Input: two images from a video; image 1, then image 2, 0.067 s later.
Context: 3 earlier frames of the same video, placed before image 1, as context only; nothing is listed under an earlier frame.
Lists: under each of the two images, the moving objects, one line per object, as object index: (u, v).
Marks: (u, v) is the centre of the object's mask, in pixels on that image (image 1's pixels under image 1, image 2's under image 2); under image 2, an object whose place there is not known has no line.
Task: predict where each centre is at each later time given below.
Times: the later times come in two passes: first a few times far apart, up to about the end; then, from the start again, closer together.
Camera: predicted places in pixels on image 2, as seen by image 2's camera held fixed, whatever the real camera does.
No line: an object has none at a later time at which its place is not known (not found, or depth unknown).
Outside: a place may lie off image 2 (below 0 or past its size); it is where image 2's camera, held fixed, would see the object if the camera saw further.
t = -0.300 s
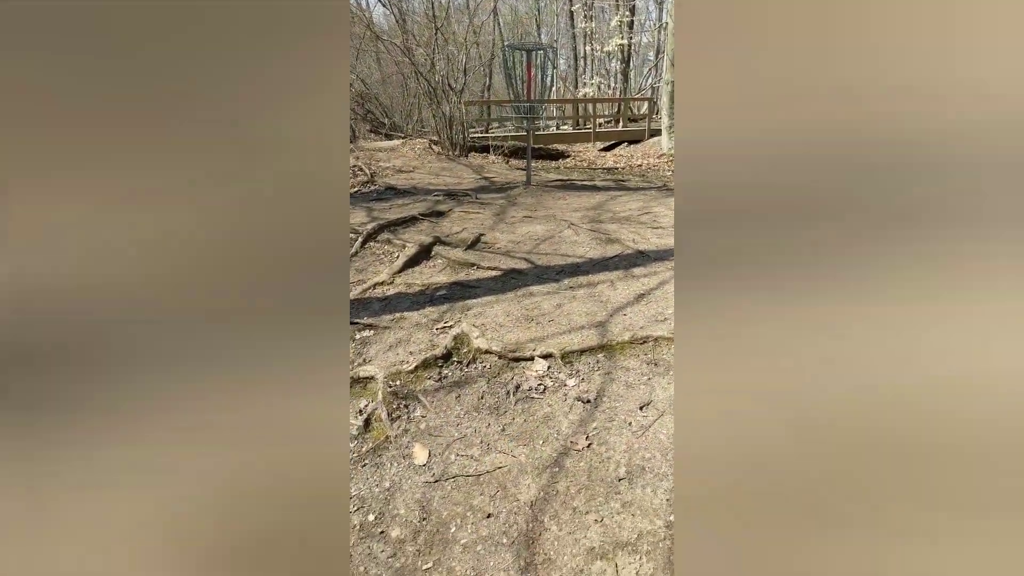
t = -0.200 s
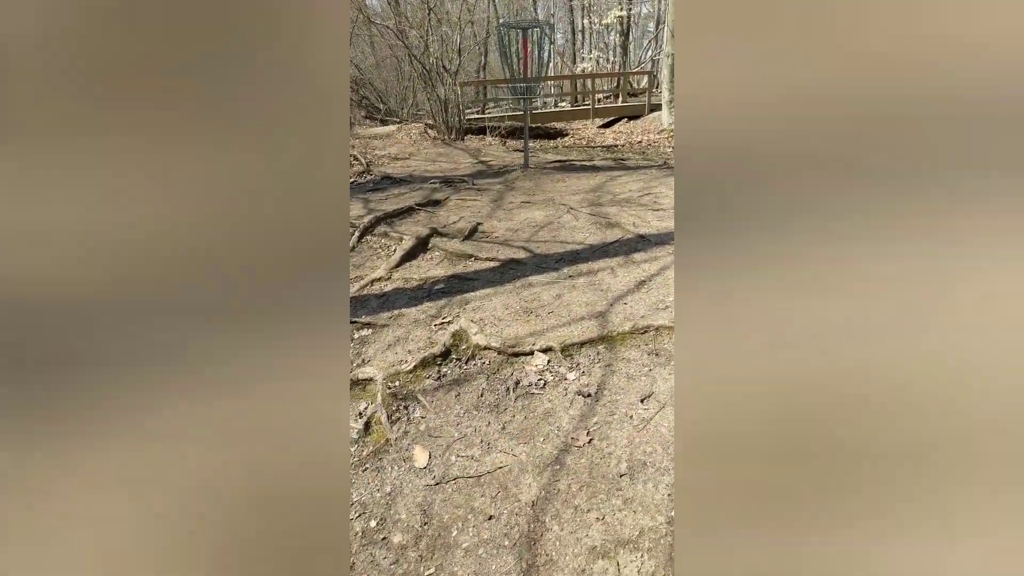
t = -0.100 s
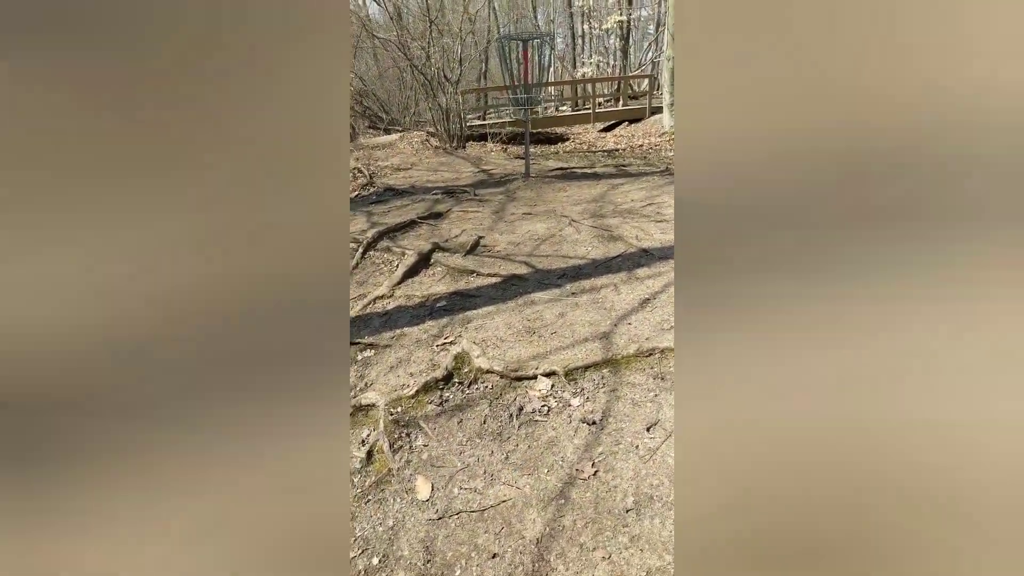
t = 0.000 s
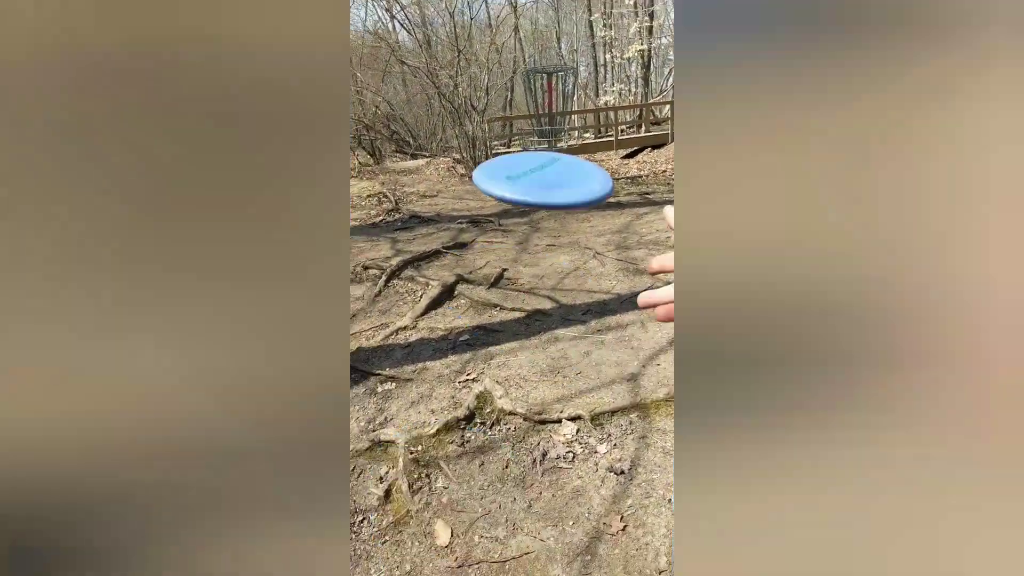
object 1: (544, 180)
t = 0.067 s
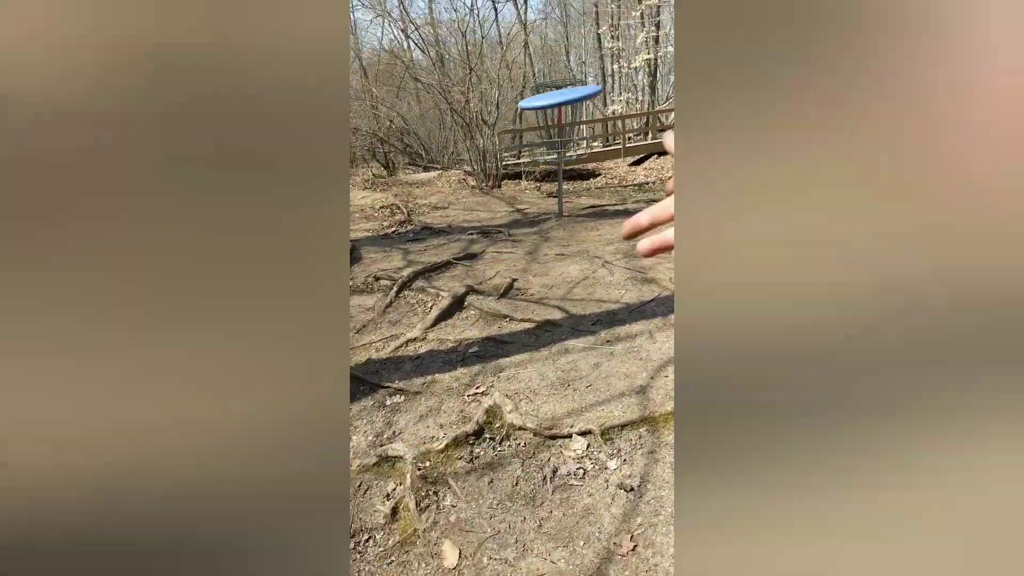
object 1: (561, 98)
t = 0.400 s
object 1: (566, 86)
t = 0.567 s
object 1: (569, 108)
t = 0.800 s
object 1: (571, 123)
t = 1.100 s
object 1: (570, 153)
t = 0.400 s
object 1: (566, 86)
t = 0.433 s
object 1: (568, 91)
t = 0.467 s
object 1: (568, 96)
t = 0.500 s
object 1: (568, 100)
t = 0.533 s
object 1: (568, 106)
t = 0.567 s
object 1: (569, 108)
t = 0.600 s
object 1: (569, 108)
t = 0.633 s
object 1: (569, 109)
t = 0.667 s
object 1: (569, 110)
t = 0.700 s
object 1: (569, 111)
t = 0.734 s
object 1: (570, 115)
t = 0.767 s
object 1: (571, 119)
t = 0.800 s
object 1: (571, 123)
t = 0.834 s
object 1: (568, 131)
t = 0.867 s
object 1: (567, 133)
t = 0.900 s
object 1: (568, 133)
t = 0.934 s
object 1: (566, 140)
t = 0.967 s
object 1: (567, 141)
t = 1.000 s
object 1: (568, 143)
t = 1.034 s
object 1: (569, 146)
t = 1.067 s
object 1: (570, 151)
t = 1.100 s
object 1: (570, 153)
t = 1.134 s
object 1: (570, 155)
